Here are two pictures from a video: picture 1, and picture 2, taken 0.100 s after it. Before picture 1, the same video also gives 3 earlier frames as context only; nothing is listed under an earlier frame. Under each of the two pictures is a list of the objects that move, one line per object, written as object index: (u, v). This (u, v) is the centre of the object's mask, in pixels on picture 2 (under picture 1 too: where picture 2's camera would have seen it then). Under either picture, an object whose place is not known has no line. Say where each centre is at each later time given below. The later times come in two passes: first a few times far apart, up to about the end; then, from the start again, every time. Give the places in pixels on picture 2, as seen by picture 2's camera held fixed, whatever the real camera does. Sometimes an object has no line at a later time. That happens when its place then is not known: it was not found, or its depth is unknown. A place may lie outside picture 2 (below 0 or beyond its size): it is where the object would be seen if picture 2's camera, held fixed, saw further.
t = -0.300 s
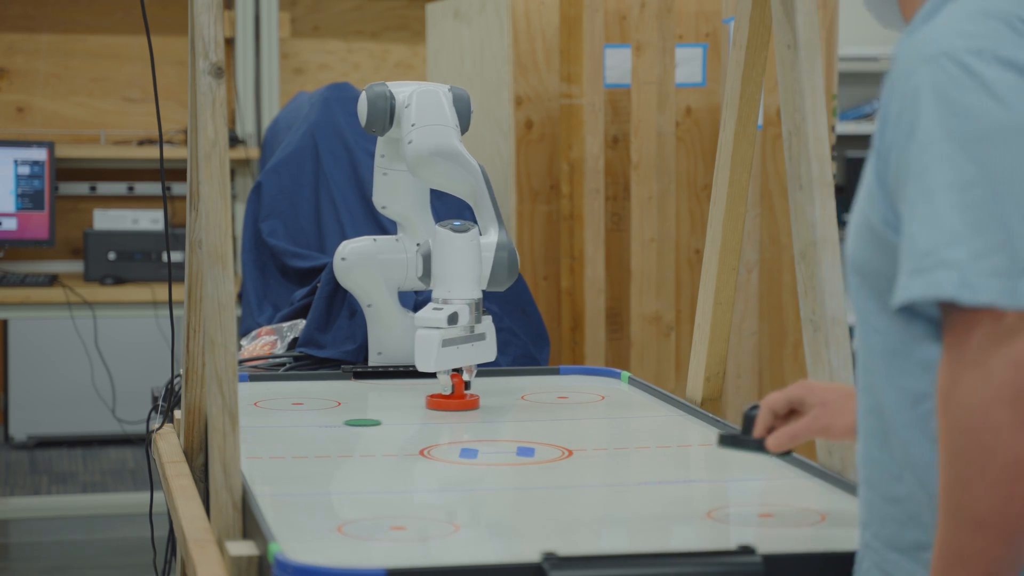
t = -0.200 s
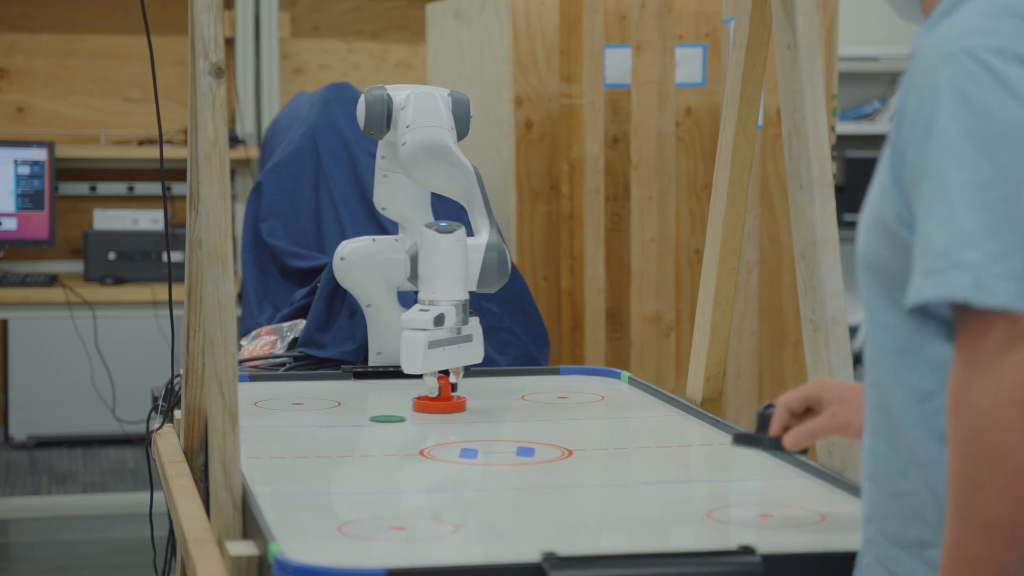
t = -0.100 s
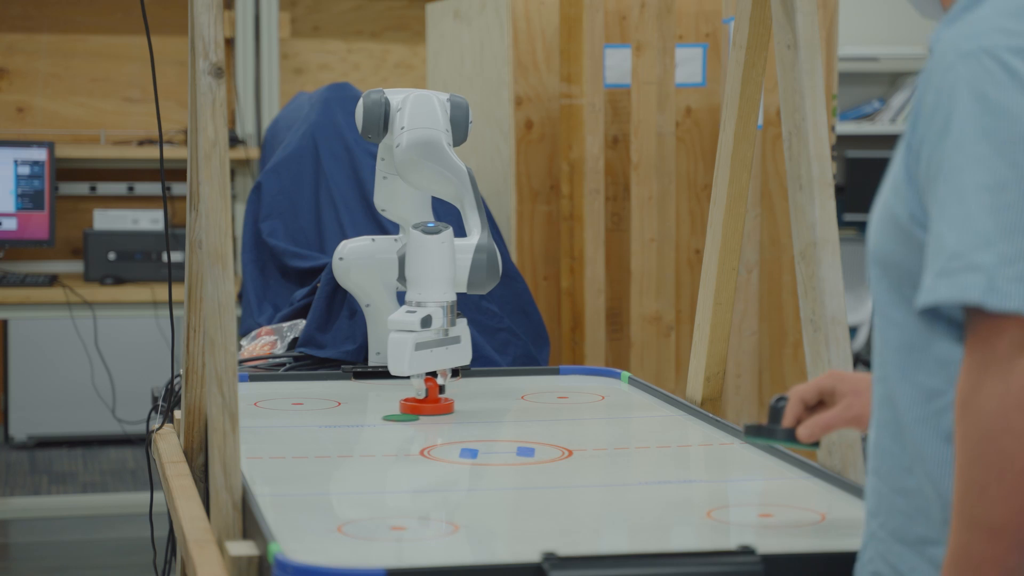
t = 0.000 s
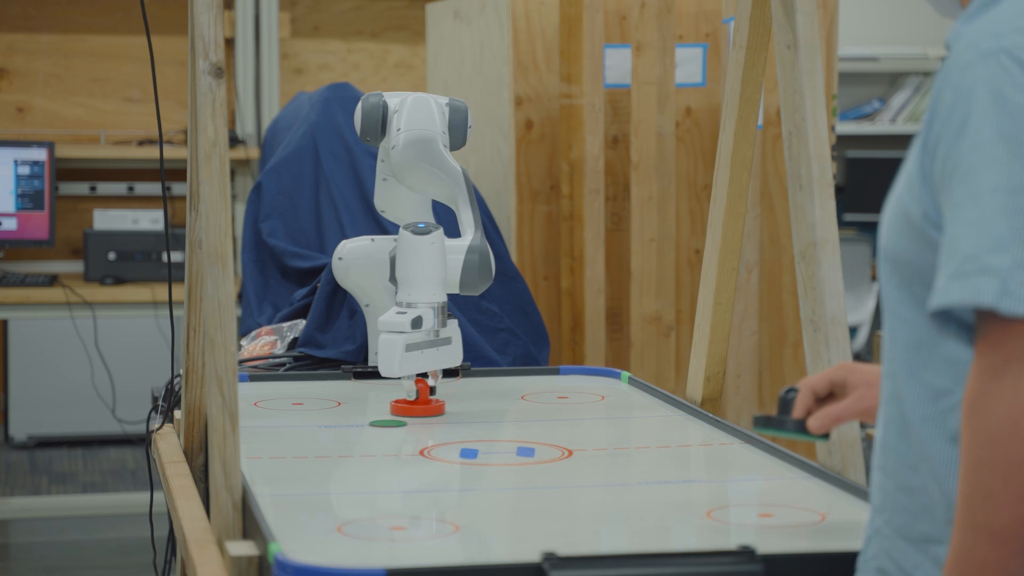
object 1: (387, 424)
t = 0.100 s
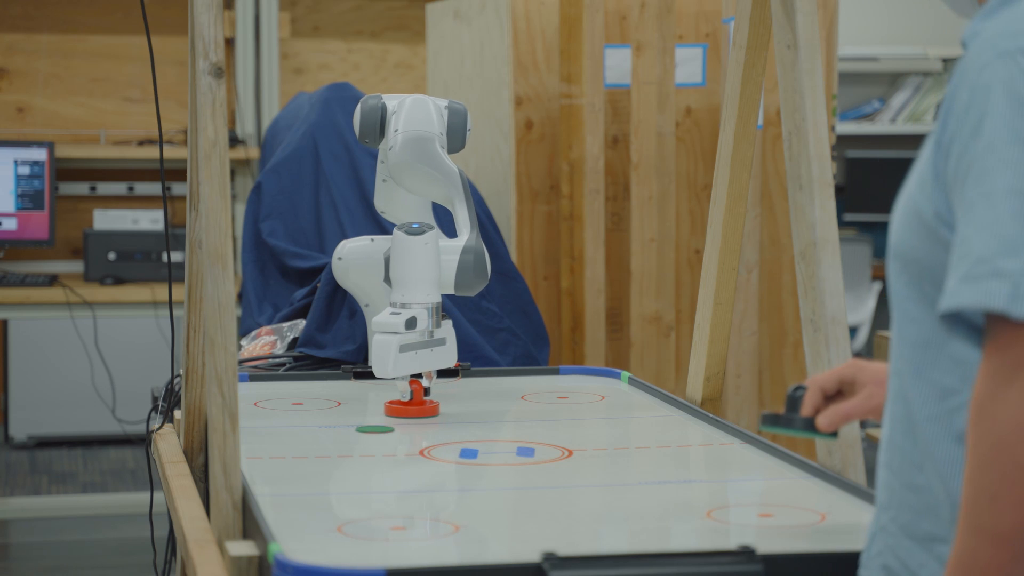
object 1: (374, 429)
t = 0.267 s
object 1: (353, 439)
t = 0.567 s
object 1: (319, 457)
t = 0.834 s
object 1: (293, 473)
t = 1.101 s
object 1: (275, 490)
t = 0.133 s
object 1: (370, 431)
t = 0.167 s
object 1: (366, 433)
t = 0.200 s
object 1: (361, 435)
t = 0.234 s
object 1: (357, 437)
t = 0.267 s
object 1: (353, 439)
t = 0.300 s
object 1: (349, 442)
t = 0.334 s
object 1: (345, 444)
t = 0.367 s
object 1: (341, 446)
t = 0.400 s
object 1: (337, 448)
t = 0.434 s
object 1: (333, 450)
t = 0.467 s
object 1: (329, 452)
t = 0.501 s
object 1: (326, 453)
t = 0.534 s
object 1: (322, 455)
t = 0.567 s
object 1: (319, 457)
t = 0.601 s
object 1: (315, 459)
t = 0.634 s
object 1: (312, 461)
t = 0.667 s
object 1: (308, 463)
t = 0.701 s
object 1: (305, 465)
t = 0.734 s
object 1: (302, 467)
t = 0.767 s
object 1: (299, 469)
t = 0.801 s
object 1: (296, 471)
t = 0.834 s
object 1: (293, 473)
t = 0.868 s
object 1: (290, 475)
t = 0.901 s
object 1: (288, 477)
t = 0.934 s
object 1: (285, 479)
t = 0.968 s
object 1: (283, 481)
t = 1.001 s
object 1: (281, 483)
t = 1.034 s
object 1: (279, 485)
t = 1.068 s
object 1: (276, 488)
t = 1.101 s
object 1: (275, 490)
